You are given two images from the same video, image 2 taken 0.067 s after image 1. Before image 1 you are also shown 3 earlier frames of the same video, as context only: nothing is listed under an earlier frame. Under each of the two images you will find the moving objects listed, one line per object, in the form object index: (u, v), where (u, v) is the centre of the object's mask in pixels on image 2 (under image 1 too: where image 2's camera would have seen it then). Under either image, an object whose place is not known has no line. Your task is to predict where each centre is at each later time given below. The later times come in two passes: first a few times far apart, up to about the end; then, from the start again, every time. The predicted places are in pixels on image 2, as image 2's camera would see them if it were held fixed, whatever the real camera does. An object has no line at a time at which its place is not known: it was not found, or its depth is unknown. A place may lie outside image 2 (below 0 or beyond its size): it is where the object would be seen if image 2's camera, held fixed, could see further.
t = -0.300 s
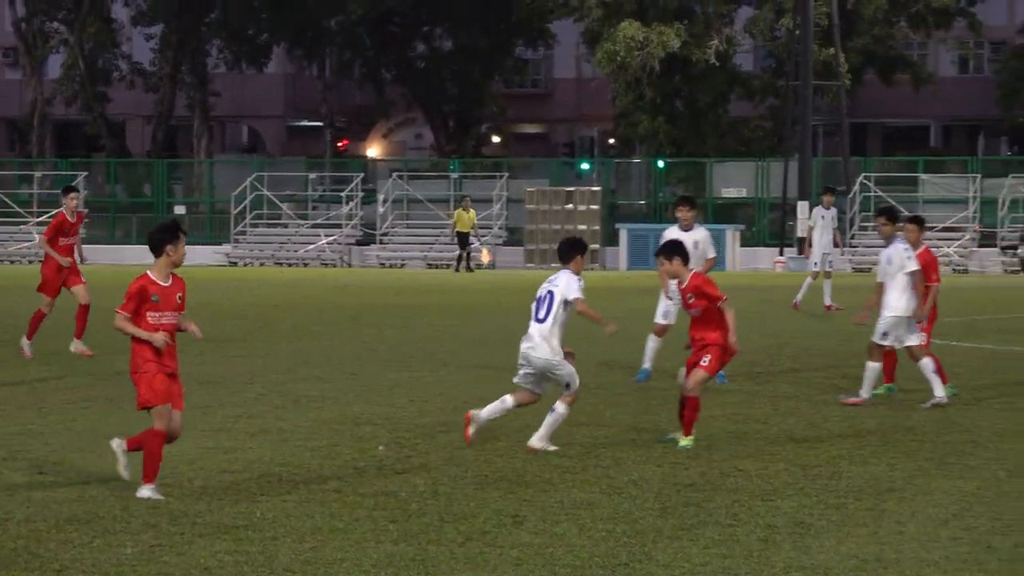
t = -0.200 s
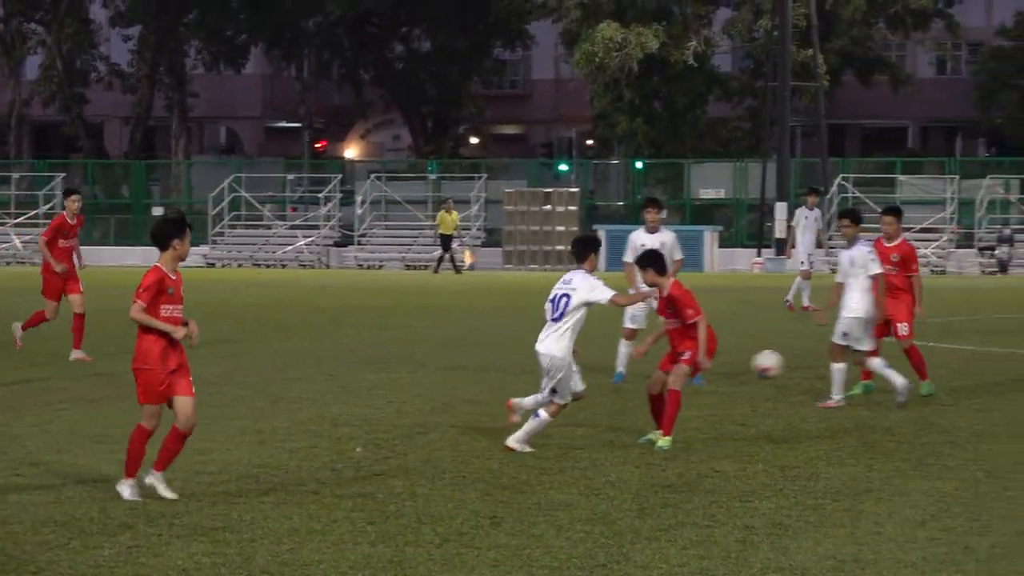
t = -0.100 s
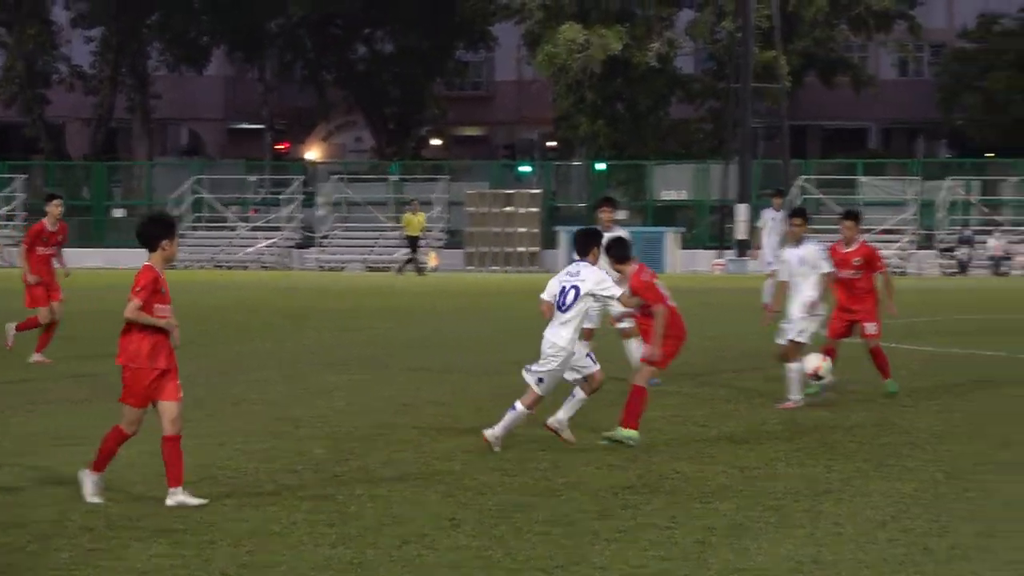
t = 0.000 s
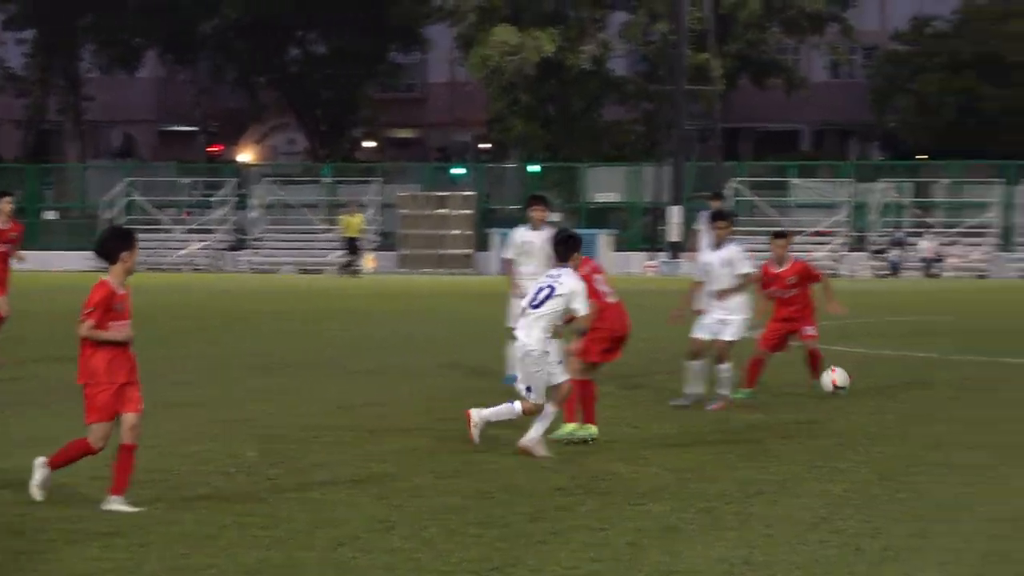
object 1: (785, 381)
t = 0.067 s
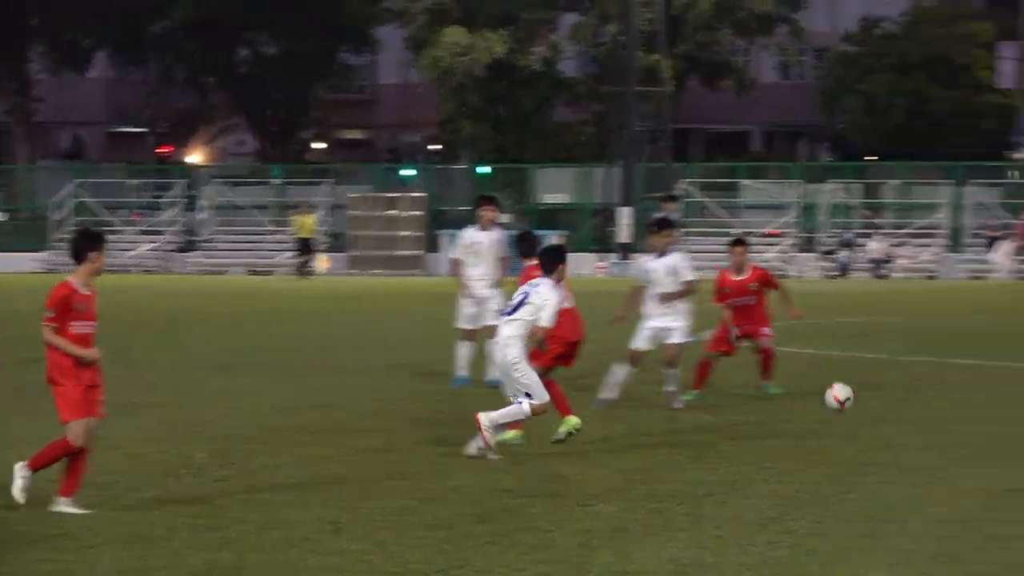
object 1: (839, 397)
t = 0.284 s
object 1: (954, 377)
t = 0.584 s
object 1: (1082, 394)
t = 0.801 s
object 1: (1162, 377)
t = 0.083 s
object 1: (852, 401)
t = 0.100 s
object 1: (865, 406)
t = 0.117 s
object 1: (877, 410)
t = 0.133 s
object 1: (885, 407)
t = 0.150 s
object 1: (893, 402)
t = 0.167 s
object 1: (901, 397)
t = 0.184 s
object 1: (908, 393)
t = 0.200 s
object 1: (915, 389)
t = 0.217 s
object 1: (924, 386)
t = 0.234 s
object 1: (932, 383)
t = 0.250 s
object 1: (939, 381)
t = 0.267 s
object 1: (947, 379)
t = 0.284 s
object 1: (954, 377)
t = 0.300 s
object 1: (961, 376)
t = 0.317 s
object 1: (969, 375)
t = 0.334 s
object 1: (976, 374)
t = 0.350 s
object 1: (983, 373)
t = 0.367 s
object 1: (990, 373)
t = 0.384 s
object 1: (998, 373)
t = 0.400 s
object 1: (1005, 374)
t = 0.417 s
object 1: (1013, 375)
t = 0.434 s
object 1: (1020, 376)
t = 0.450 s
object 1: (1027, 378)
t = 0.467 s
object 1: (1034, 380)
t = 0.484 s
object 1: (1041, 382)
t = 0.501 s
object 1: (1047, 385)
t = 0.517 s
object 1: (1055, 388)
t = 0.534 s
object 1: (1062, 391)
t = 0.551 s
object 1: (1069, 395)
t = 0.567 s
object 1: (1076, 397)
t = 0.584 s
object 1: (1082, 394)
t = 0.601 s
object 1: (1088, 391)
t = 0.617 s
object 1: (1095, 388)
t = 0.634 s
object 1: (1101, 385)
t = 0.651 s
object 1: (1108, 382)
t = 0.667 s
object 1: (1113, 380)
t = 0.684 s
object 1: (1120, 379)
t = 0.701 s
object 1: (1127, 377)
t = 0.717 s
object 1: (1133, 377)
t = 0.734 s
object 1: (1139, 376)
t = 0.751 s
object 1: (1146, 376)
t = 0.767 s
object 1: (1152, 376)
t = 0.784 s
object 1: (1156, 376)
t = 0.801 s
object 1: (1162, 377)
